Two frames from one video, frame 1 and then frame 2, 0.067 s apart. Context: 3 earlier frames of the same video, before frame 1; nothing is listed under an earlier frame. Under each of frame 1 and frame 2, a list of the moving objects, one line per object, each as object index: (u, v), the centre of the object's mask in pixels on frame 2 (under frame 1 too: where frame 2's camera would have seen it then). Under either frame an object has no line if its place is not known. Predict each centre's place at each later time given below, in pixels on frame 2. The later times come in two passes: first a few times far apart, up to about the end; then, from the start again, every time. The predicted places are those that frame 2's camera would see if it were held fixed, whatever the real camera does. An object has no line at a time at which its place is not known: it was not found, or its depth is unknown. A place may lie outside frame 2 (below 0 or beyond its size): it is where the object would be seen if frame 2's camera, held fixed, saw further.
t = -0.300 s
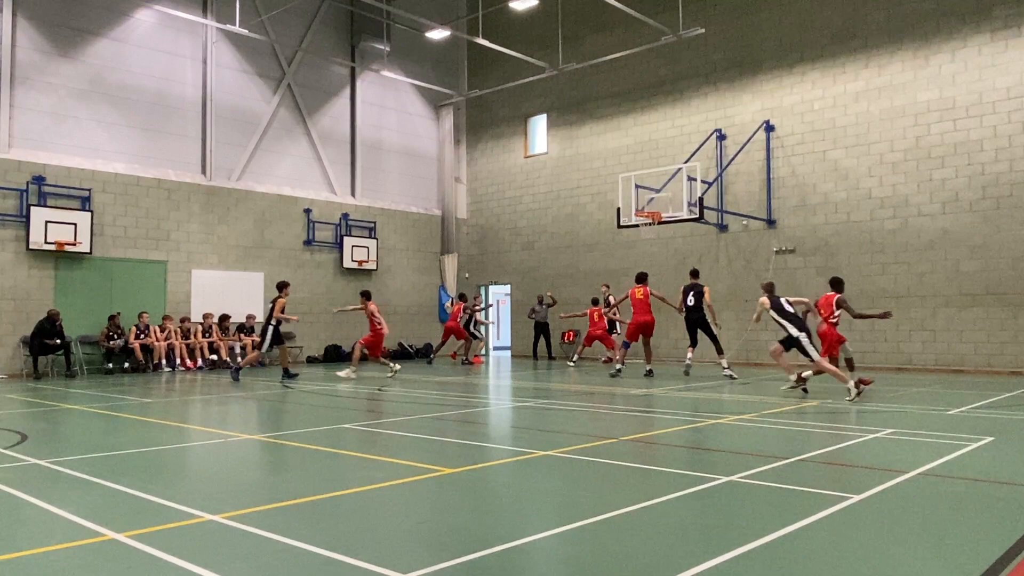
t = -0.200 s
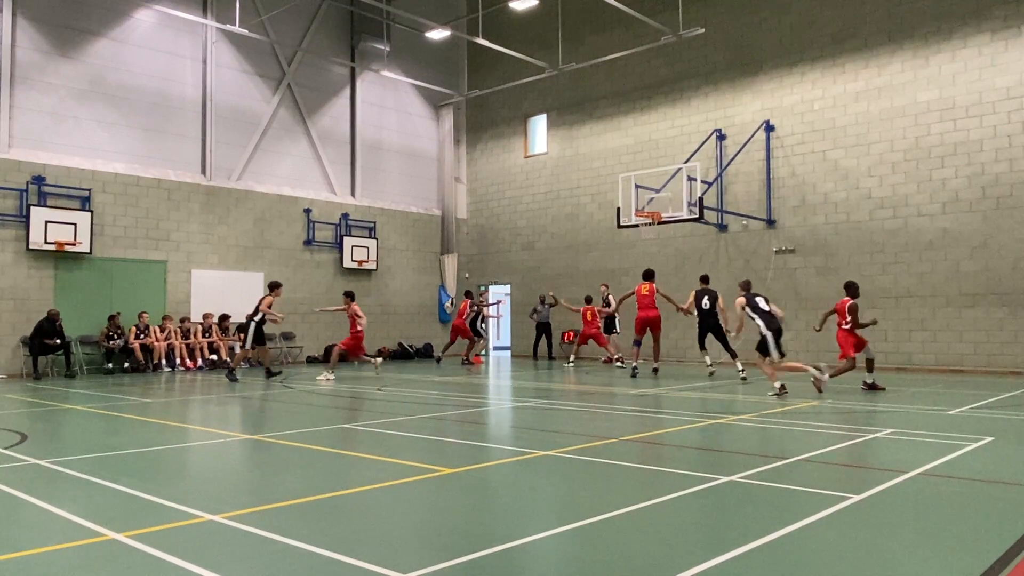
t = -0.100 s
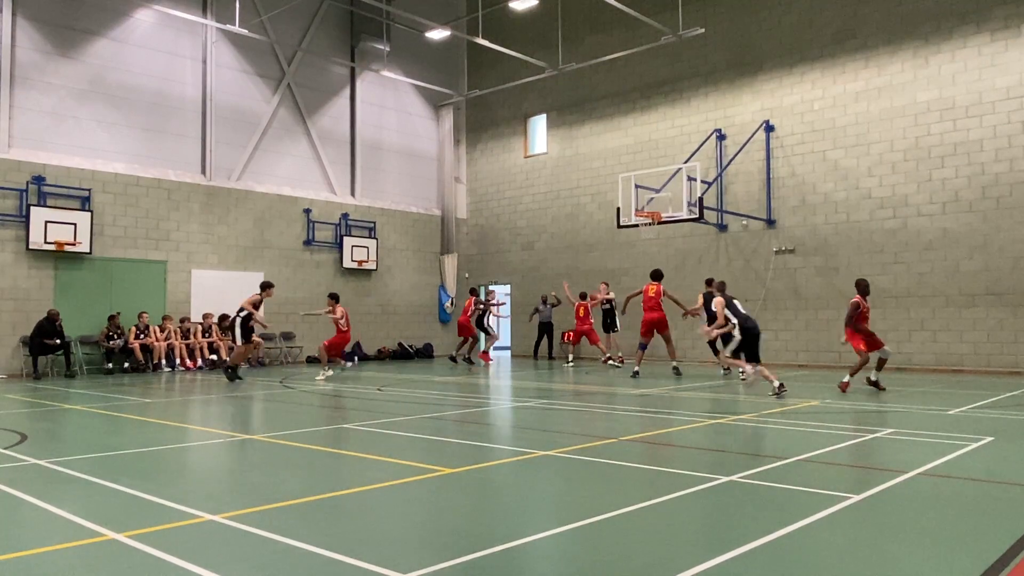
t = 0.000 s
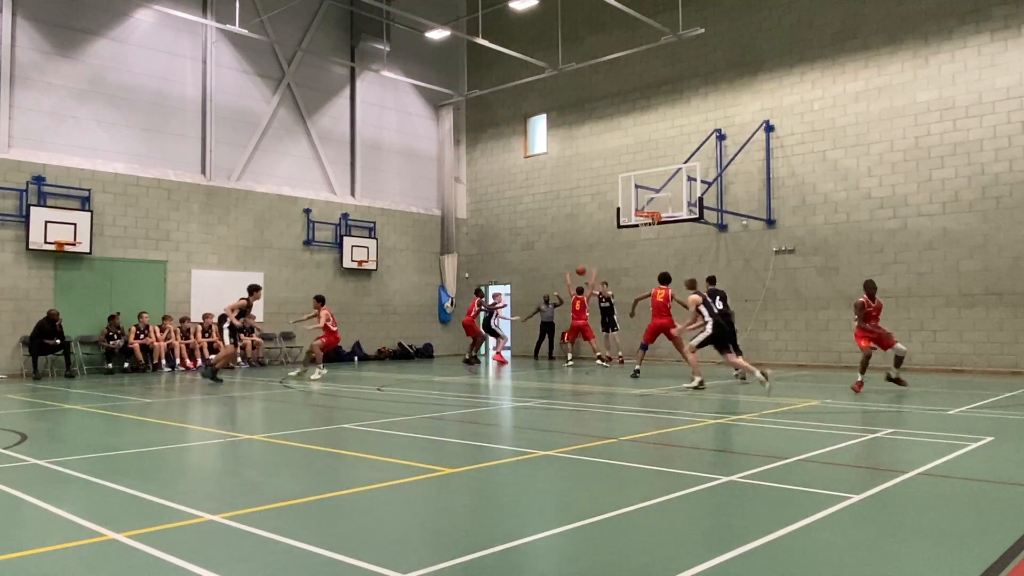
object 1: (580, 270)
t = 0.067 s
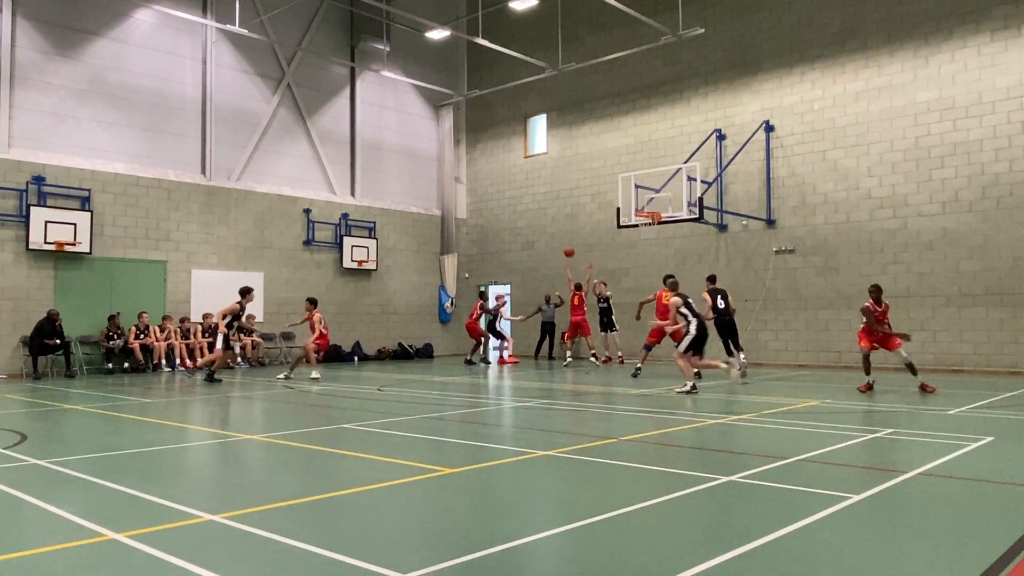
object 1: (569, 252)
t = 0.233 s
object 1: (538, 210)
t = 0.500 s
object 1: (481, 162)
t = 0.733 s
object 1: (425, 143)
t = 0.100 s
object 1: (563, 243)
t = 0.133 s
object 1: (556, 234)
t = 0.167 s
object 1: (551, 226)
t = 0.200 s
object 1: (544, 218)
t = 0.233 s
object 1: (538, 210)
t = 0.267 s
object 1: (531, 203)
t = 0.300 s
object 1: (524, 196)
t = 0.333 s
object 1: (518, 189)
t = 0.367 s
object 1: (511, 183)
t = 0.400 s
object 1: (504, 177)
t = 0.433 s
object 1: (496, 171)
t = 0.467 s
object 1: (489, 167)
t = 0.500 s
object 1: (481, 162)
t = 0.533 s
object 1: (474, 158)
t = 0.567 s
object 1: (467, 154)
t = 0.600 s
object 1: (458, 151)
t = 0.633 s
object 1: (450, 148)
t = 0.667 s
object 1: (442, 146)
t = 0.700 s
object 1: (434, 144)
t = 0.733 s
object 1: (425, 143)
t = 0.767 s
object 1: (416, 142)
